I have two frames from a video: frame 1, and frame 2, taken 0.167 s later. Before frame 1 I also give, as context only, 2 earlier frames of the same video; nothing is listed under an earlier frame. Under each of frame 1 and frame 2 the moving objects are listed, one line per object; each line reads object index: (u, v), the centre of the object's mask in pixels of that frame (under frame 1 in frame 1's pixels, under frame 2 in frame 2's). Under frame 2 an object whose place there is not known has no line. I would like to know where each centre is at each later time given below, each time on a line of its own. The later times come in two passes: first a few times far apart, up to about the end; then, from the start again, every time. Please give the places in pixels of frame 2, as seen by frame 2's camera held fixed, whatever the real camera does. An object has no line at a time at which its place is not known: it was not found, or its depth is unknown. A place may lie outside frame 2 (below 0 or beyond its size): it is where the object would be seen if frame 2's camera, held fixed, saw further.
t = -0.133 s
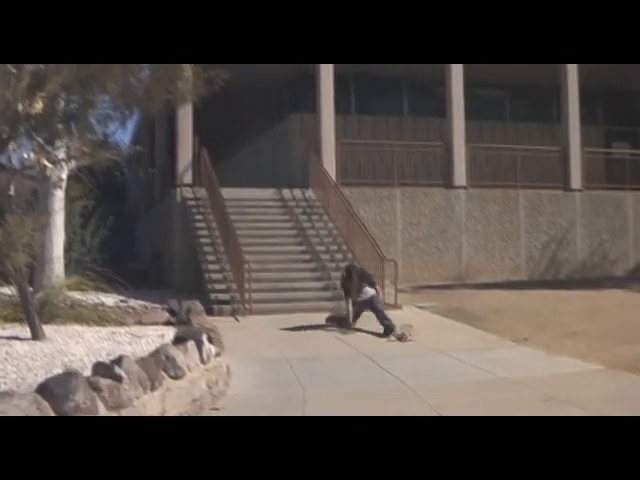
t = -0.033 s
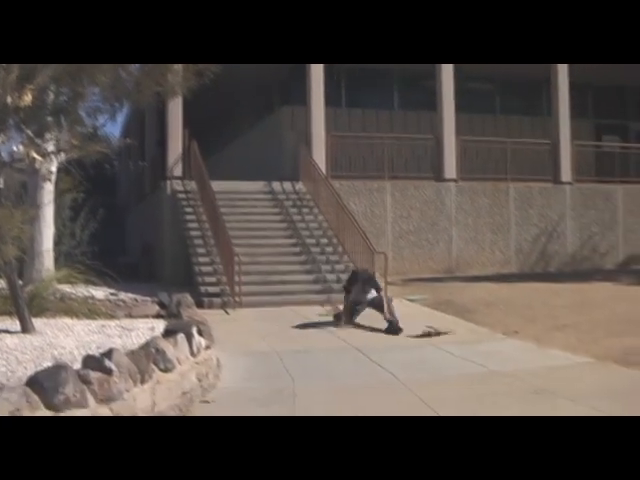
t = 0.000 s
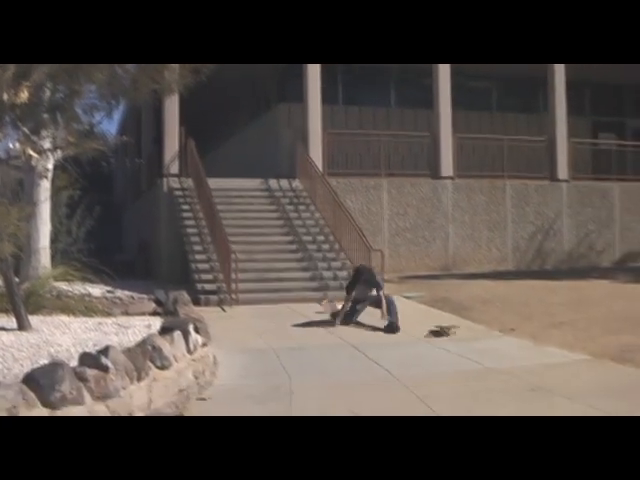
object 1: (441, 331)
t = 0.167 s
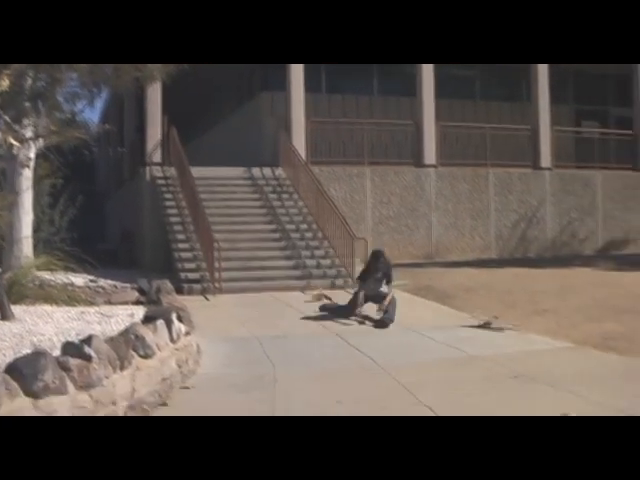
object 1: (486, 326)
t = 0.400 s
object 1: (559, 332)
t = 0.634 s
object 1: (622, 325)
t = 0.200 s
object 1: (502, 326)
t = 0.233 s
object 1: (512, 326)
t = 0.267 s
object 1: (522, 326)
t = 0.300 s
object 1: (534, 326)
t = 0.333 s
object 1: (540, 328)
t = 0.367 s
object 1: (550, 330)
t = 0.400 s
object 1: (559, 332)
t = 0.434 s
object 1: (570, 332)
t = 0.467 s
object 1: (580, 328)
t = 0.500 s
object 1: (602, 332)
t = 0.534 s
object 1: (612, 331)
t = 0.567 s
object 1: (613, 333)
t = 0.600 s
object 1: (617, 324)
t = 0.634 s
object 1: (622, 325)
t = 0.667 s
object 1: (626, 328)
